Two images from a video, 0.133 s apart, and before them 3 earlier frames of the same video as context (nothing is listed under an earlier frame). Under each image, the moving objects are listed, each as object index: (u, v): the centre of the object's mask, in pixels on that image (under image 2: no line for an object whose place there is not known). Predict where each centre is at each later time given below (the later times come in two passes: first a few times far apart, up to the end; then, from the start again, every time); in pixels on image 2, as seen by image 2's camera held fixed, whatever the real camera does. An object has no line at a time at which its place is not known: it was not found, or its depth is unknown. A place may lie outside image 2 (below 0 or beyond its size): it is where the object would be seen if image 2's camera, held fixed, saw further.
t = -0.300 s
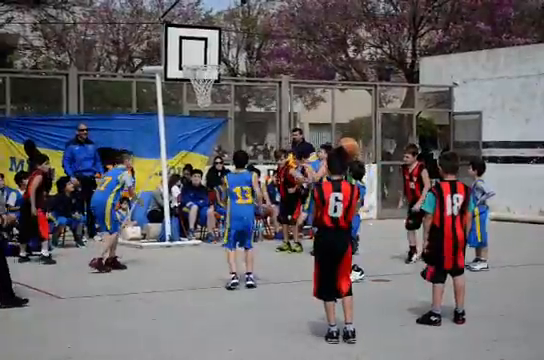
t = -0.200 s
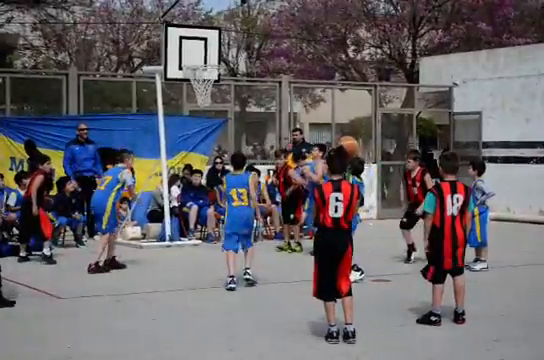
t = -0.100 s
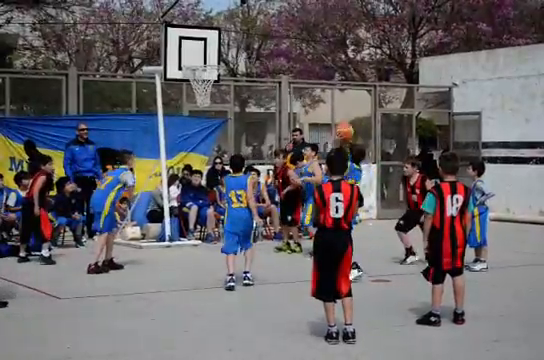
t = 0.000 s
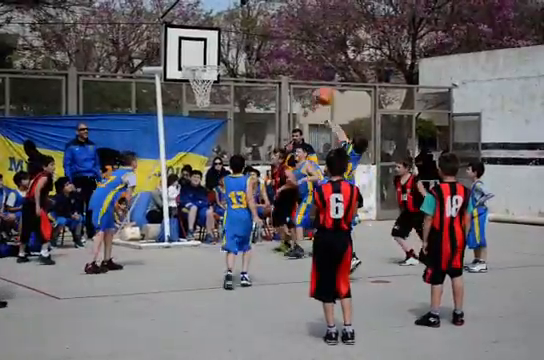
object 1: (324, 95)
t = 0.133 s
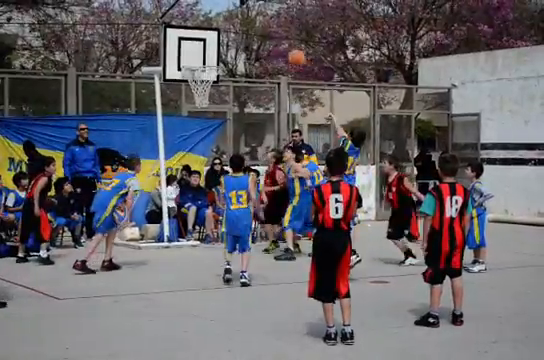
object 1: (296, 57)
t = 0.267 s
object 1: (271, 38)
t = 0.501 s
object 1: (230, 36)
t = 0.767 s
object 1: (191, 48)
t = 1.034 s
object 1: (172, 47)
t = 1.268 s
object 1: (166, 76)
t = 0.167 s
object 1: (290, 51)
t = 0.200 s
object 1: (283, 45)
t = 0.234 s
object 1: (277, 40)
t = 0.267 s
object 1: (271, 38)
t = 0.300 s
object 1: (264, 33)
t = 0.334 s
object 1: (257, 32)
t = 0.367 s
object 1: (251, 31)
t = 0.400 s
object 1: (246, 31)
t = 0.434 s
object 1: (239, 31)
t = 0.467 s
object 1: (234, 33)
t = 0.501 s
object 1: (230, 36)
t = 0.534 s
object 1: (222, 38)
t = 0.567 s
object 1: (215, 43)
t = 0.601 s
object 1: (211, 48)
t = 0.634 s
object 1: (205, 53)
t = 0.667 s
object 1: (200, 58)
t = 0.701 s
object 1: (197, 55)
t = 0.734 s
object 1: (194, 50)
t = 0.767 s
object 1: (191, 48)
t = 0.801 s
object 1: (187, 46)
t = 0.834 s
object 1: (183, 45)
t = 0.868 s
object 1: (180, 44)
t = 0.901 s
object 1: (177, 45)
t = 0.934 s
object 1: (174, 46)
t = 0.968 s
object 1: (173, 45)
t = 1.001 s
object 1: (173, 45)
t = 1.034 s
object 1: (172, 47)
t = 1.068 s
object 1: (172, 48)
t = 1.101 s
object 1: (172, 50)
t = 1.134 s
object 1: (171, 55)
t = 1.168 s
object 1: (170, 59)
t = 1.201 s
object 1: (169, 64)
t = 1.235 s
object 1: (167, 69)
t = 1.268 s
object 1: (166, 76)
